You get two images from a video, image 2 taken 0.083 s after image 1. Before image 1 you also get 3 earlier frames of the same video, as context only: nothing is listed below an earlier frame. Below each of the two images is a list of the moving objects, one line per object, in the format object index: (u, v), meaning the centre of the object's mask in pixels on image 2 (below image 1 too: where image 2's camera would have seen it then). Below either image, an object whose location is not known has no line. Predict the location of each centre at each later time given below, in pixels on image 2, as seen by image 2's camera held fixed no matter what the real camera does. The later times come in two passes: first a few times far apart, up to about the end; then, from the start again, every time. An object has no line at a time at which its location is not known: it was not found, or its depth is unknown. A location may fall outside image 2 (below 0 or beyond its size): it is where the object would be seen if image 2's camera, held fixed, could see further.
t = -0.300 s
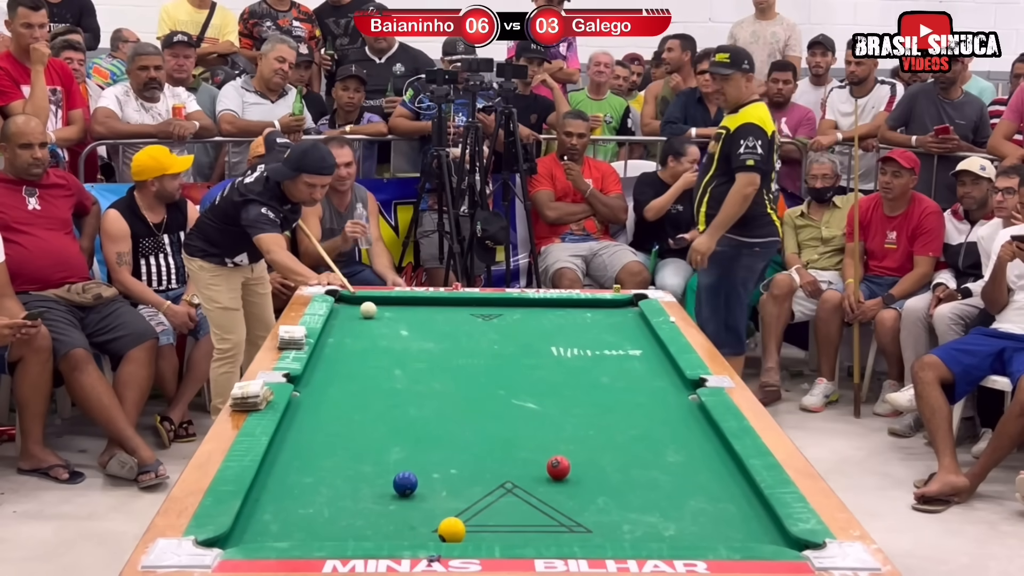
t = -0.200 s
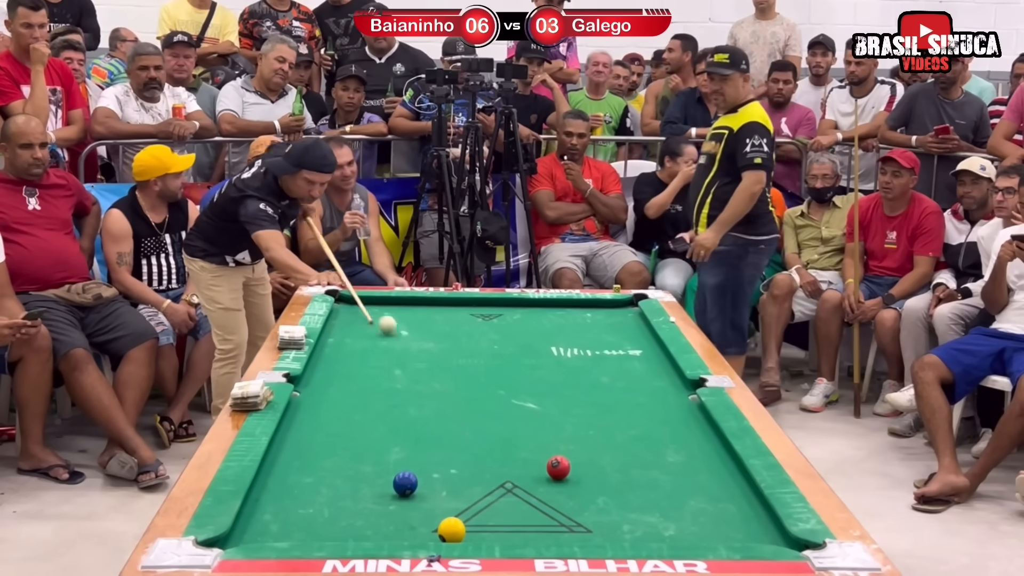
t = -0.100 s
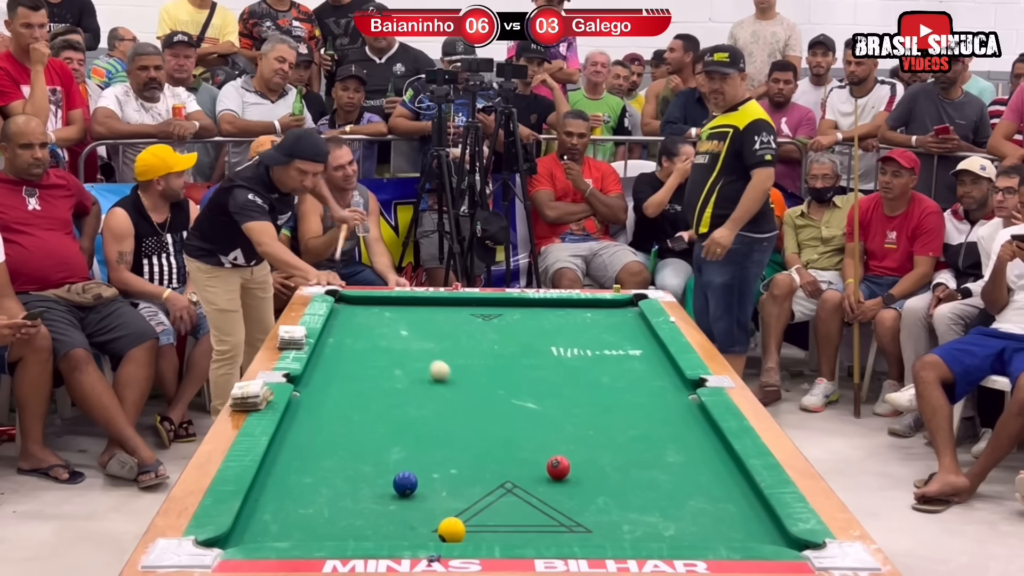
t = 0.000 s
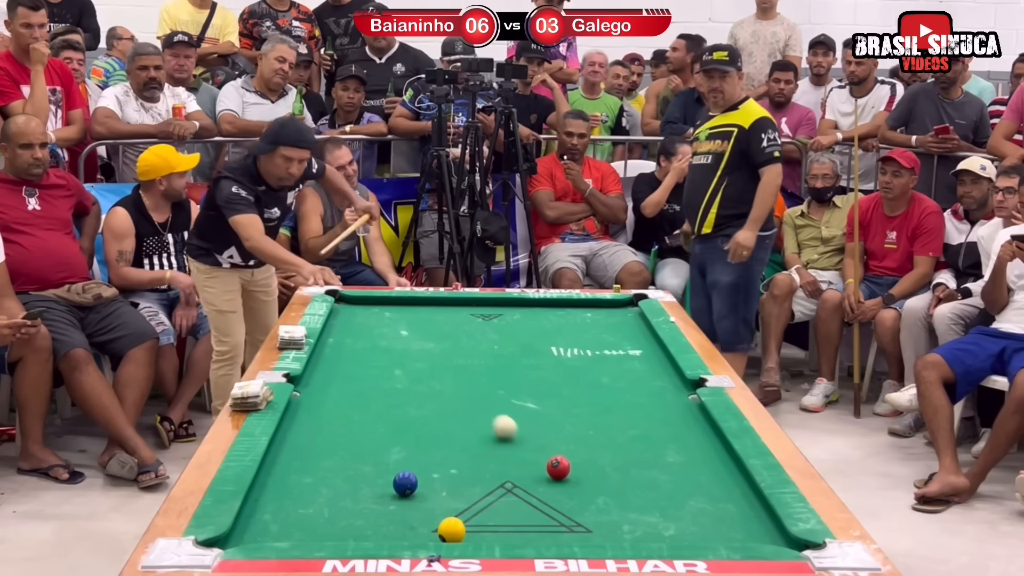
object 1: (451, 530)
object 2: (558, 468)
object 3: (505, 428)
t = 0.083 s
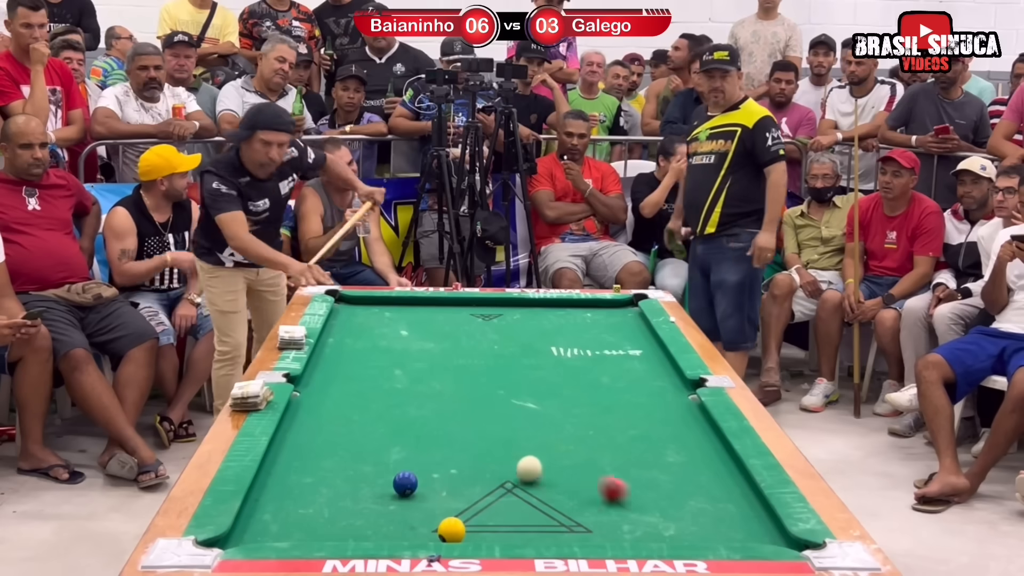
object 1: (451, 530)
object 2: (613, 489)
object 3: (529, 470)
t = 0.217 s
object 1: (451, 530)
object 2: (765, 525)
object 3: (489, 504)
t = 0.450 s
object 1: (408, 528)
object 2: (621, 453)
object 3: (471, 534)
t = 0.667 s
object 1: (377, 503)
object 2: (527, 406)
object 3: (443, 528)
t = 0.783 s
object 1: (363, 490)
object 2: (485, 385)
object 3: (429, 522)
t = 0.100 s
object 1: (451, 530)
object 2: (640, 500)
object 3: (524, 474)
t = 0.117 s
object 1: (451, 530)
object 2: (668, 512)
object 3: (518, 479)
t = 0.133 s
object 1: (451, 530)
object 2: (696, 523)
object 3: (513, 483)
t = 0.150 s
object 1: (451, 530)
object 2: (726, 533)
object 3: (508, 487)
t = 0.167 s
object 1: (451, 530)
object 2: (755, 539)
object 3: (503, 492)
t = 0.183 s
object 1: (451, 530)
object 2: (766, 536)
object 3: (498, 496)
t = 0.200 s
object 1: (451, 530)
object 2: (773, 531)
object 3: (494, 500)
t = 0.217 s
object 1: (451, 530)
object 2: (765, 525)
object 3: (489, 504)
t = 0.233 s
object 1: (451, 530)
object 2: (751, 518)
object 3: (484, 508)
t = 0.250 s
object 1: (451, 530)
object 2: (738, 512)
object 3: (480, 512)
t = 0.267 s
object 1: (451, 530)
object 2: (726, 506)
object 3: (475, 517)
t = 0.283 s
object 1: (451, 530)
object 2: (715, 500)
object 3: (472, 520)
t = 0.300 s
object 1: (445, 532)
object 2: (703, 494)
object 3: (471, 522)
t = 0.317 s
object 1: (437, 534)
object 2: (693, 489)
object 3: (471, 525)
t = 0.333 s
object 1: (429, 536)
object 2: (682, 484)
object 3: (471, 526)
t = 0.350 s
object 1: (424, 536)
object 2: (673, 479)
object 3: (472, 527)
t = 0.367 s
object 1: (421, 534)
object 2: (663, 474)
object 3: (472, 528)
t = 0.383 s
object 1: (418, 533)
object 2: (654, 470)
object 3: (472, 529)
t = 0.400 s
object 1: (415, 532)
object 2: (645, 465)
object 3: (472, 530)
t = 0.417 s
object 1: (413, 530)
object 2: (637, 461)
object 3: (471, 532)
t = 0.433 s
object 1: (410, 529)
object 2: (629, 457)
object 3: (471, 533)
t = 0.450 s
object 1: (408, 528)
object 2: (621, 453)
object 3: (471, 534)
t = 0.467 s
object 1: (406, 526)
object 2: (612, 448)
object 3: (470, 536)
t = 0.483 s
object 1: (403, 524)
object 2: (604, 444)
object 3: (468, 535)
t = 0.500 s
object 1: (401, 522)
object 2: (597, 441)
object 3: (466, 534)
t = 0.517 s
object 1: (398, 520)
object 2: (589, 437)
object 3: (463, 533)
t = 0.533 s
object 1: (396, 518)
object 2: (582, 433)
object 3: (461, 533)
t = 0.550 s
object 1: (393, 516)
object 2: (574, 430)
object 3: (458, 532)
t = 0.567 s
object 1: (391, 514)
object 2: (567, 426)
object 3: (456, 532)
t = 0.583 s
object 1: (389, 512)
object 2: (560, 422)
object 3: (453, 531)
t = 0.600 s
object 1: (386, 510)
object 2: (553, 419)
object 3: (451, 530)
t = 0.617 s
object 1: (384, 508)
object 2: (546, 416)
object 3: (449, 530)
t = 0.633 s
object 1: (382, 506)
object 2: (540, 412)
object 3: (447, 529)
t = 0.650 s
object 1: (379, 505)
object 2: (533, 409)
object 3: (445, 528)
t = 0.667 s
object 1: (377, 503)
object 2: (527, 406)
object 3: (443, 528)
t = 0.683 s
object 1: (375, 500)
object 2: (521, 403)
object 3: (441, 528)
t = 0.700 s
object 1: (373, 499)
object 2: (514, 399)
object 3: (439, 527)
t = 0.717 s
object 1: (371, 497)
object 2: (508, 396)
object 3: (437, 526)
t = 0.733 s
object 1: (369, 495)
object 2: (502, 394)
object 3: (435, 525)
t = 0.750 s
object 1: (367, 494)
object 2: (496, 390)
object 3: (432, 524)
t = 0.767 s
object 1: (365, 492)
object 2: (490, 387)
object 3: (431, 523)
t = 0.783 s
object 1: (363, 490)
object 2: (485, 385)
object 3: (429, 522)
